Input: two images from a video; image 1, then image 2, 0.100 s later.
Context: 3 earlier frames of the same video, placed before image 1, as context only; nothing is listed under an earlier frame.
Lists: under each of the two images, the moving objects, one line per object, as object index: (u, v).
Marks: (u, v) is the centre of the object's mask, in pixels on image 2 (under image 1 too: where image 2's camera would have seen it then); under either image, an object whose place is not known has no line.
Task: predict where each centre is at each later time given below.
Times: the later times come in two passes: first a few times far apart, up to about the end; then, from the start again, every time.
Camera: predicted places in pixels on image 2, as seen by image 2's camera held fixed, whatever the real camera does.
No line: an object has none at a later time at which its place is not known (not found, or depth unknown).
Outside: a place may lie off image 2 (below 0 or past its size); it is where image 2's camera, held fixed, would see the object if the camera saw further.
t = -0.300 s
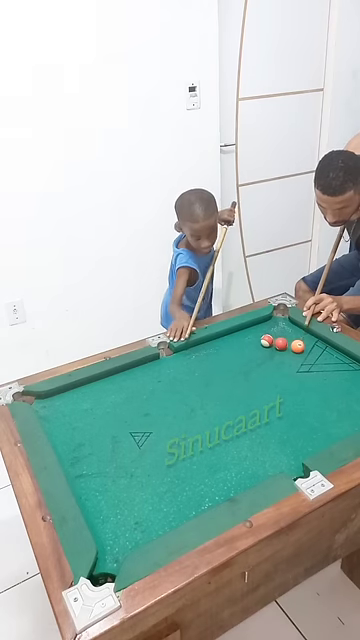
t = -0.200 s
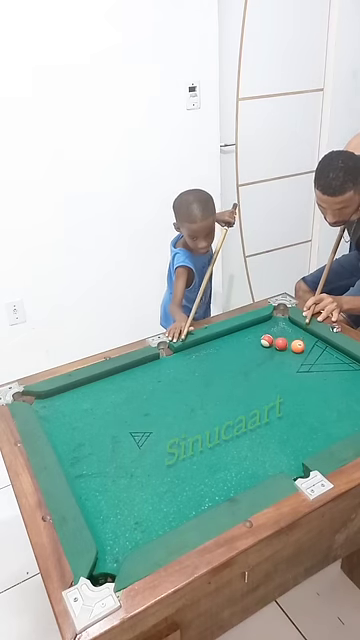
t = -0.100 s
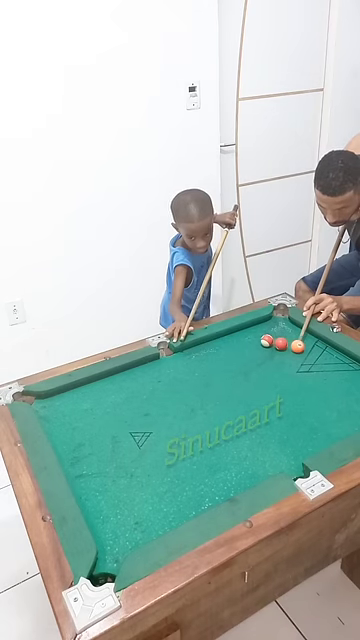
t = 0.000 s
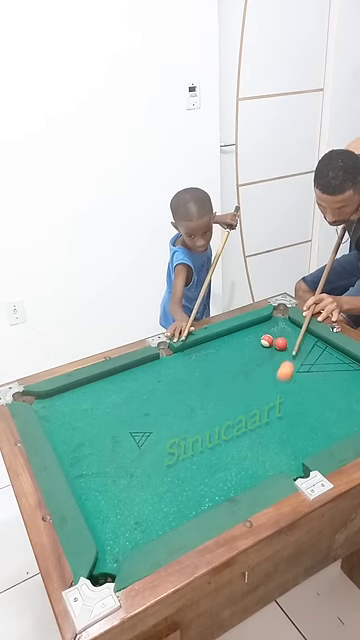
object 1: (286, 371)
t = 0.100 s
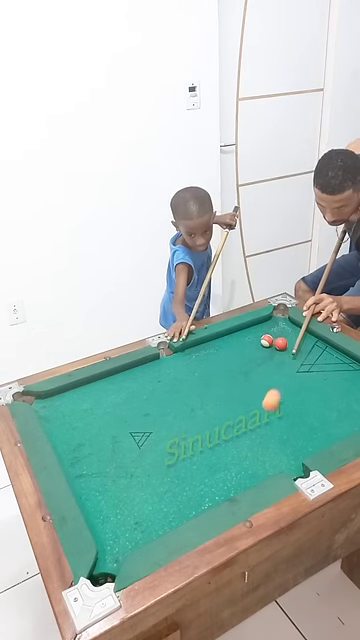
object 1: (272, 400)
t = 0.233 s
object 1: (249, 448)
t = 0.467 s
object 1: (168, 496)
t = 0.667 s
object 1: (93, 497)
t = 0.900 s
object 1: (127, 449)
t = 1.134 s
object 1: (153, 412)
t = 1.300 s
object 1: (168, 391)
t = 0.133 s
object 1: (266, 411)
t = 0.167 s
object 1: (261, 422)
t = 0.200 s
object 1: (255, 435)
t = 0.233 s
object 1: (249, 448)
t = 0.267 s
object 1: (243, 462)
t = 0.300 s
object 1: (236, 476)
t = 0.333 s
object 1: (228, 489)
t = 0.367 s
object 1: (213, 493)
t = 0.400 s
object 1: (198, 494)
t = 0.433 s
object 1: (183, 495)
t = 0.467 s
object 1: (168, 496)
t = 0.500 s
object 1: (152, 498)
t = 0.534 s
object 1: (136, 500)
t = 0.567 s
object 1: (121, 502)
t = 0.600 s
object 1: (106, 503)
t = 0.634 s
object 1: (92, 504)
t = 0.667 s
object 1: (93, 497)
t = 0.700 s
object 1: (99, 489)
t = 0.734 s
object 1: (105, 482)
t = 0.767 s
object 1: (110, 475)
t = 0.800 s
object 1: (114, 468)
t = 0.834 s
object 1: (119, 461)
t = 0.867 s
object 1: (123, 455)
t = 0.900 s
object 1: (127, 449)
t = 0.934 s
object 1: (132, 443)
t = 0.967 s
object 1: (135, 437)
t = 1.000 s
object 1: (139, 432)
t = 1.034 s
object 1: (143, 427)
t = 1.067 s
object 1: (146, 422)
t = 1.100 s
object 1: (150, 417)
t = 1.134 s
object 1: (153, 412)
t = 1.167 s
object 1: (156, 408)
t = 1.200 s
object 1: (159, 403)
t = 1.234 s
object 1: (162, 399)
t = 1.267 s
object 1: (165, 395)
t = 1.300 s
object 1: (168, 391)
